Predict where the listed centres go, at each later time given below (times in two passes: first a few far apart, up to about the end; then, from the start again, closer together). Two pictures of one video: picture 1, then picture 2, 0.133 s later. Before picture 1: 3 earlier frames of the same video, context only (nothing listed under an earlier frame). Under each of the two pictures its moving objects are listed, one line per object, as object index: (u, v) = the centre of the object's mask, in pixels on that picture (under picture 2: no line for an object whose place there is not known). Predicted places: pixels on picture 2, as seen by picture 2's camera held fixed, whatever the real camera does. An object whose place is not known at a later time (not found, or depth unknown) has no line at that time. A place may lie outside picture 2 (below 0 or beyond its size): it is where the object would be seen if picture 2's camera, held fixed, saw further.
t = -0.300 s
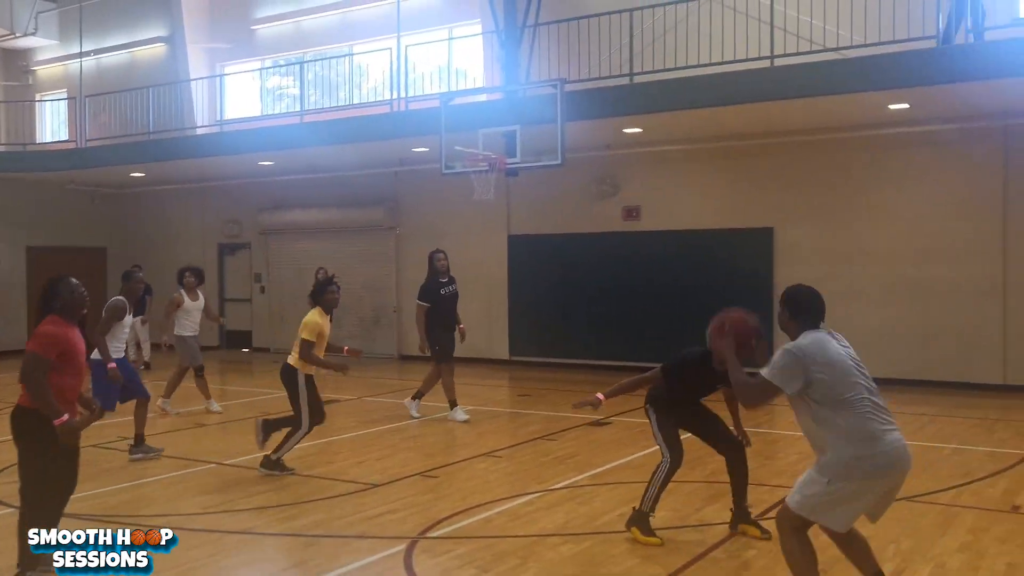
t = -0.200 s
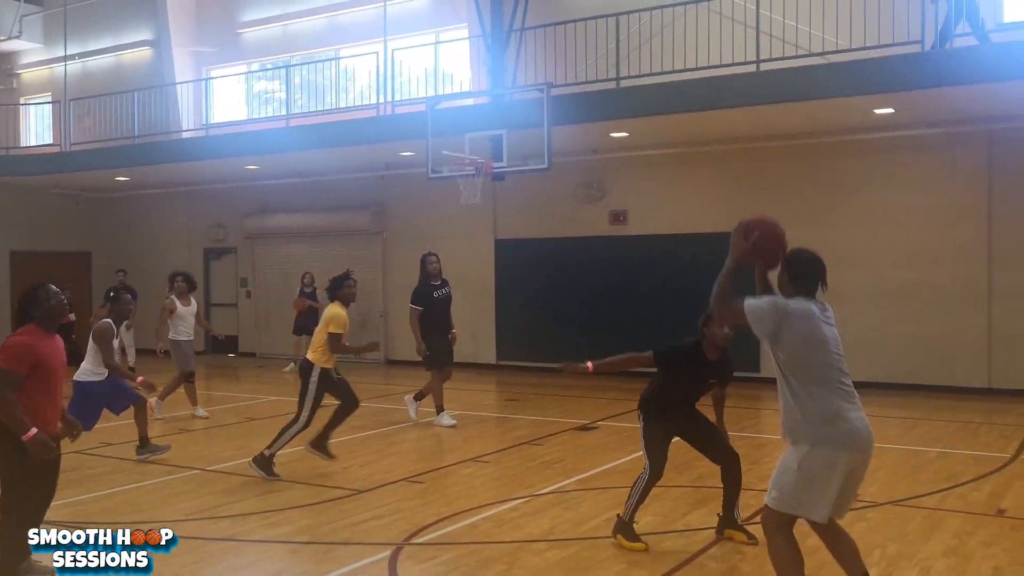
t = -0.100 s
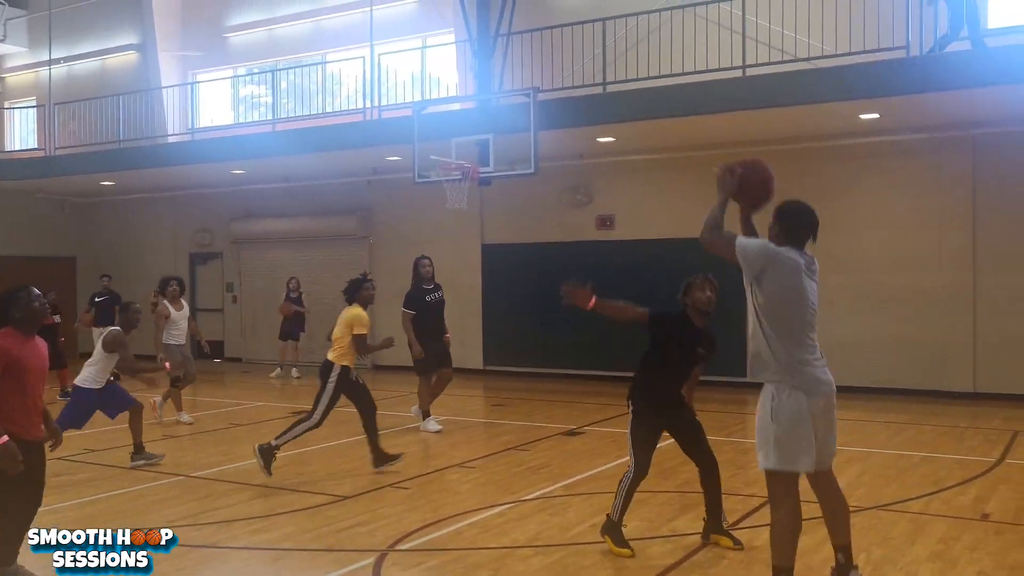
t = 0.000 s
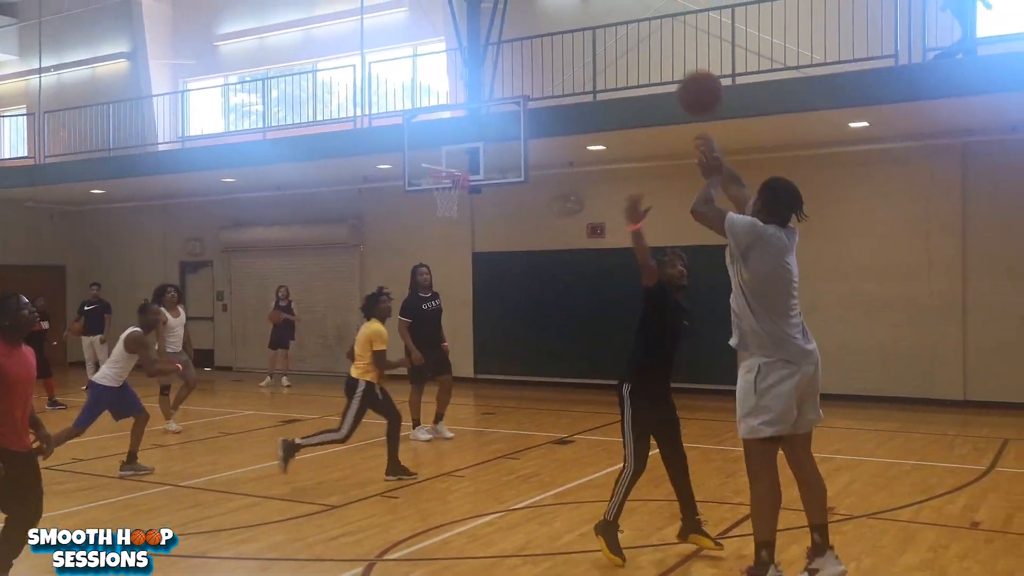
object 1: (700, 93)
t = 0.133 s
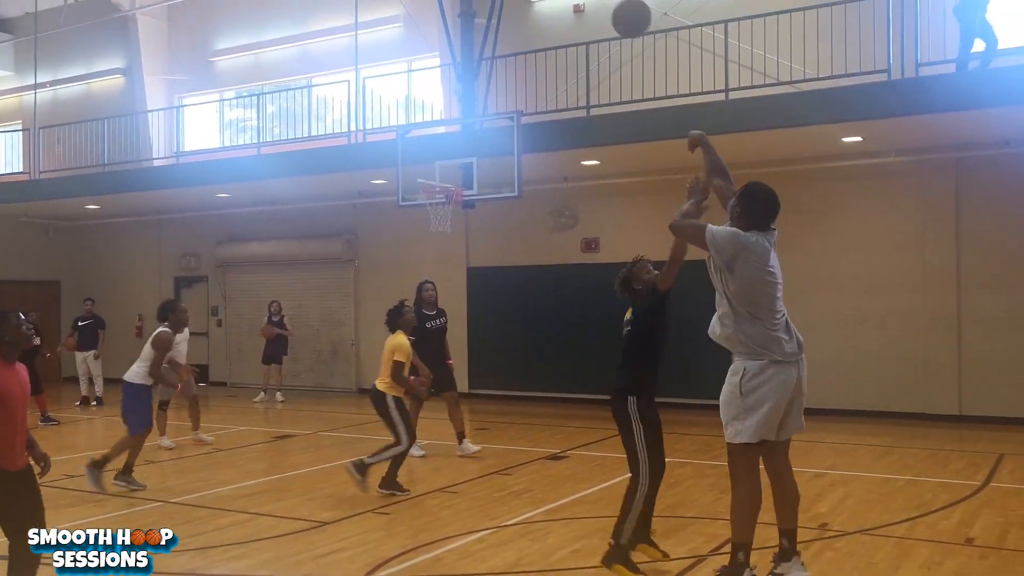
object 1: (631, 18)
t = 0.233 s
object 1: (595, -7)
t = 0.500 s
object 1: (526, -27)
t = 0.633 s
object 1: (507, -12)
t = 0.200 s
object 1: (606, 0)
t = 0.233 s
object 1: (595, -7)
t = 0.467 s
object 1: (536, -28)
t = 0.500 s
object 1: (526, -27)
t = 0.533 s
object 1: (523, -27)
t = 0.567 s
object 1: (515, -22)
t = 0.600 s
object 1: (513, -19)
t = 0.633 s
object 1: (507, -12)
